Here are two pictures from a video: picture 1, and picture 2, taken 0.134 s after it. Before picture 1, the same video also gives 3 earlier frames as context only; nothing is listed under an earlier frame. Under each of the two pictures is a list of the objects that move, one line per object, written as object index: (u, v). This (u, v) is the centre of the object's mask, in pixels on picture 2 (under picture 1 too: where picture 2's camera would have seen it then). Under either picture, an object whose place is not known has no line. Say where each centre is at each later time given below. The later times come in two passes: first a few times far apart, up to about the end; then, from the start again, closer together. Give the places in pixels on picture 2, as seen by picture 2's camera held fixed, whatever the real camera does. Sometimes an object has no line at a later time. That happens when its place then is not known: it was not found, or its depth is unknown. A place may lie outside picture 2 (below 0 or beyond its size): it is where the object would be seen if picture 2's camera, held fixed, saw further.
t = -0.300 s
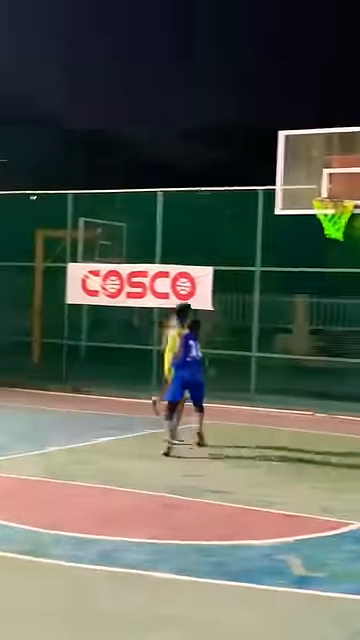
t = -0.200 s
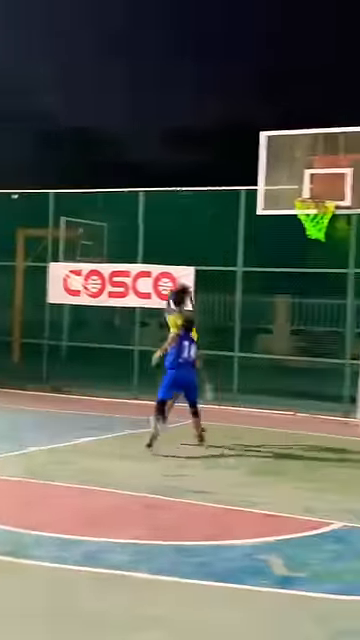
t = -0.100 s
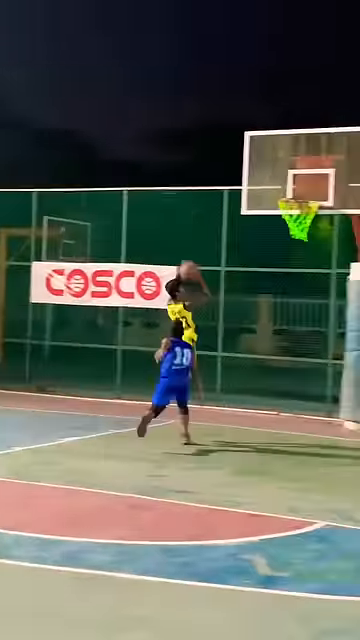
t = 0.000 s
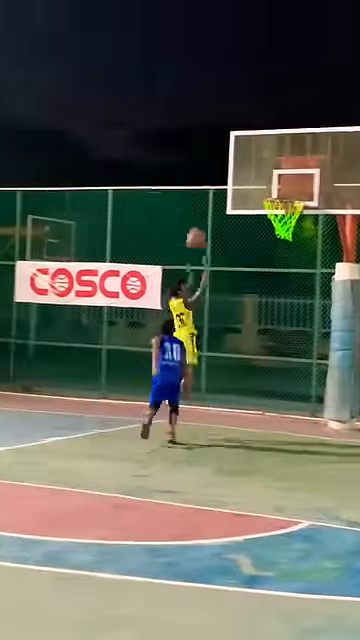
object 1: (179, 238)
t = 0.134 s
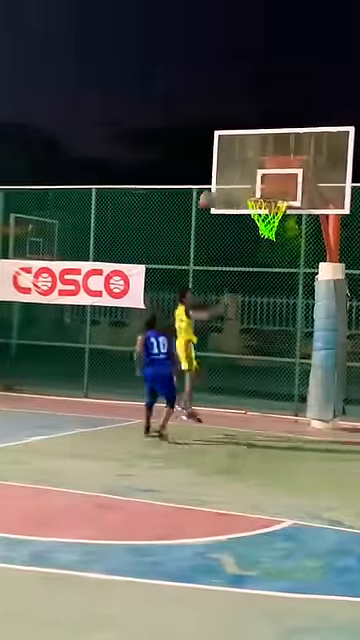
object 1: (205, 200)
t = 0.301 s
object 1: (242, 176)
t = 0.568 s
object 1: (258, 190)
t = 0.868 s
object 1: (276, 222)
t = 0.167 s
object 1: (214, 192)
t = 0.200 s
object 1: (221, 188)
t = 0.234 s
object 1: (229, 183)
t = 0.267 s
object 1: (234, 178)
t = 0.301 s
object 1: (242, 176)
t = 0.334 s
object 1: (246, 173)
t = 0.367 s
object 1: (247, 173)
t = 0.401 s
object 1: (250, 175)
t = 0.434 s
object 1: (252, 176)
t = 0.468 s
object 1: (253, 179)
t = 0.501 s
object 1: (254, 185)
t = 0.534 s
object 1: (254, 188)
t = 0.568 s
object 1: (258, 190)
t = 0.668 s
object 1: (267, 209)
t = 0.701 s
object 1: (270, 214)
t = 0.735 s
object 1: (272, 221)
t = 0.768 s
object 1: (276, 218)
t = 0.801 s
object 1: (275, 224)
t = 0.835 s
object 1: (275, 222)
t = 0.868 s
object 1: (276, 222)
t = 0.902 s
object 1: (275, 221)
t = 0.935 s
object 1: (272, 225)
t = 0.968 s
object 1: (269, 234)
